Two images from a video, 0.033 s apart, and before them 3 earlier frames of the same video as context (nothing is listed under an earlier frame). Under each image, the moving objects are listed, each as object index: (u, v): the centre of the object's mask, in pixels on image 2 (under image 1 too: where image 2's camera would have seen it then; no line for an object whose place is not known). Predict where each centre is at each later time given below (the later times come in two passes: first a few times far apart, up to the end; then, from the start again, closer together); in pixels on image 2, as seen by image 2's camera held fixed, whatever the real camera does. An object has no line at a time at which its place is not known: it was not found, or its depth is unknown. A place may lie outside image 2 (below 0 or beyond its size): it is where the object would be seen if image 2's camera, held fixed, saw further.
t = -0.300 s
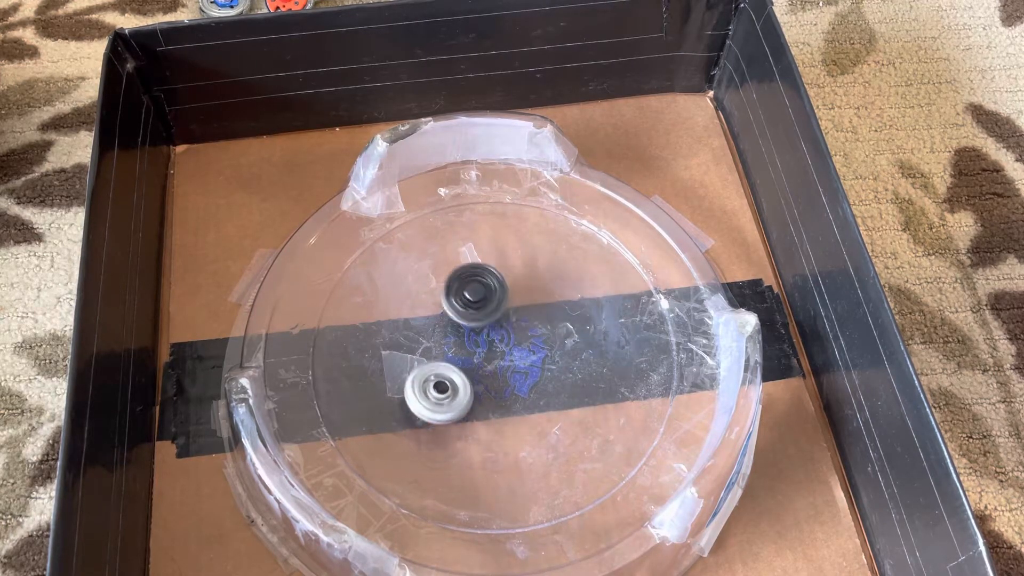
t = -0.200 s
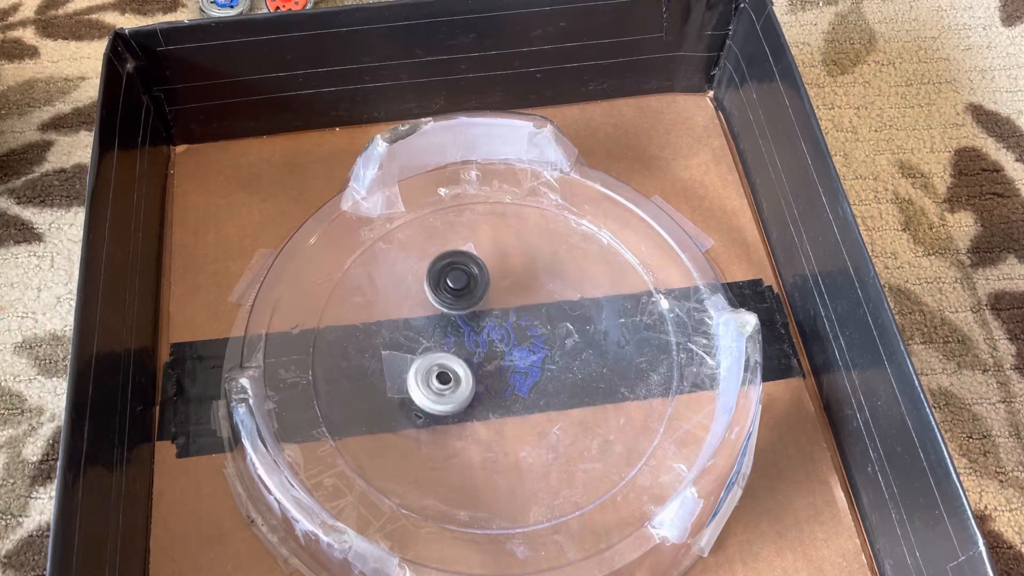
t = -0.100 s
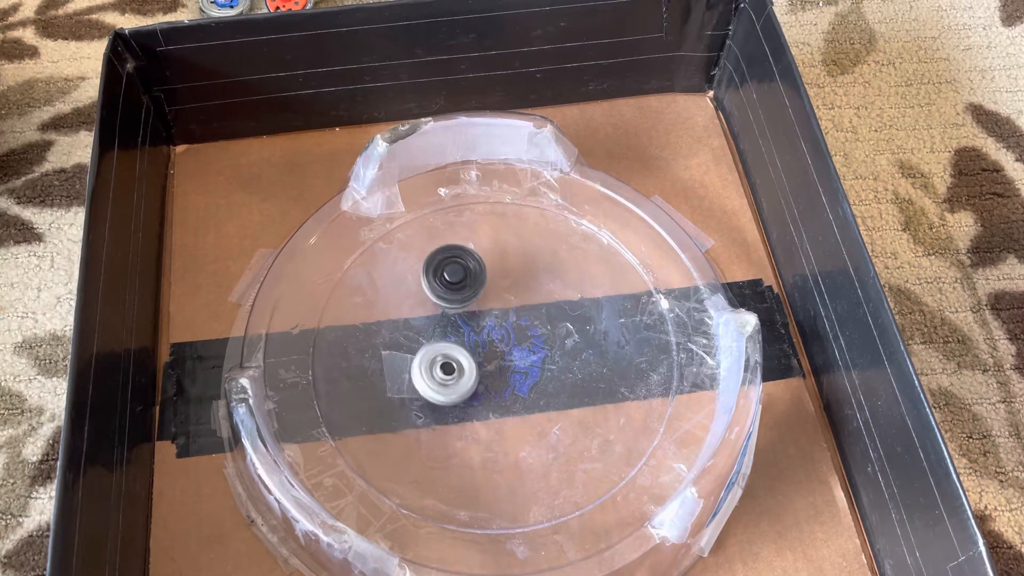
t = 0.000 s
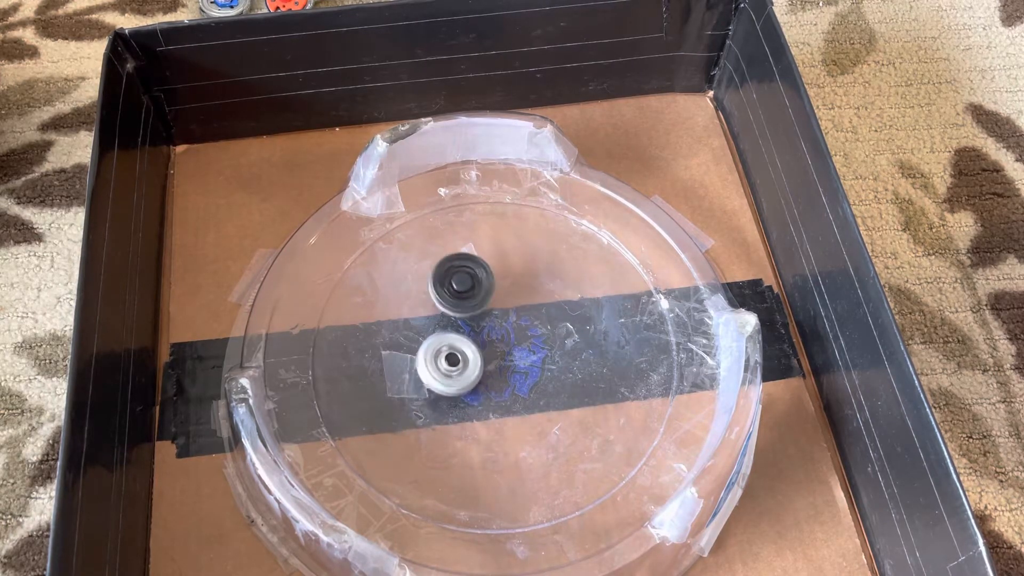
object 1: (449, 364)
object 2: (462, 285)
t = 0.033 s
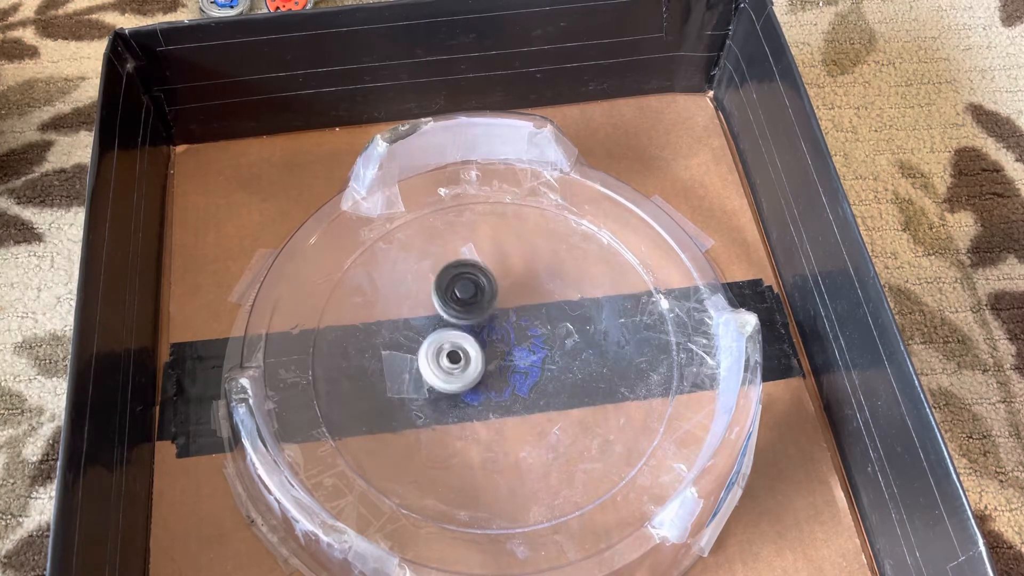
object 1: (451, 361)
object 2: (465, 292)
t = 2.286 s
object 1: (524, 397)
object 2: (437, 316)
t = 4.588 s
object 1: (514, 384)
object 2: (494, 320)
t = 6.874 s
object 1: (564, 342)
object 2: (478, 357)
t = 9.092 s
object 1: (493, 303)
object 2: (493, 363)
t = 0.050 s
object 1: (452, 361)
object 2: (466, 295)
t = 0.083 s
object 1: (451, 365)
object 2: (472, 297)
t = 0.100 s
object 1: (452, 366)
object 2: (474, 299)
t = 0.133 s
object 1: (454, 367)
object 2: (478, 304)
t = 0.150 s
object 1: (451, 376)
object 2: (483, 299)
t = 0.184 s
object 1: (445, 399)
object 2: (495, 285)
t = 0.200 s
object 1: (443, 408)
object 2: (502, 279)
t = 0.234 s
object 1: (441, 424)
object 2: (514, 272)
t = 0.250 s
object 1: (440, 431)
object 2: (518, 272)
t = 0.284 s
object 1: (442, 439)
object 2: (528, 273)
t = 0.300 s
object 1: (443, 442)
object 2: (534, 274)
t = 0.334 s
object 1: (450, 444)
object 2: (544, 281)
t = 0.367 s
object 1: (457, 444)
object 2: (551, 289)
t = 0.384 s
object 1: (461, 442)
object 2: (555, 294)
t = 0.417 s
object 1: (470, 439)
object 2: (560, 306)
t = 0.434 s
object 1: (474, 437)
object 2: (561, 312)
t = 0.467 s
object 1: (480, 433)
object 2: (561, 324)
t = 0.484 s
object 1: (484, 430)
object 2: (561, 330)
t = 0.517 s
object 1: (490, 425)
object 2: (556, 343)
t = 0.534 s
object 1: (492, 423)
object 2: (554, 350)
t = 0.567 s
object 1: (497, 419)
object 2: (546, 361)
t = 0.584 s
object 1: (498, 418)
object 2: (544, 365)
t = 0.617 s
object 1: (492, 424)
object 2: (542, 365)
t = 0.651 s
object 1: (488, 427)
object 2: (537, 366)
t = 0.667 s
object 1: (487, 427)
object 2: (533, 367)
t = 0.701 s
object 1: (486, 427)
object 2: (525, 370)
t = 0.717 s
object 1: (485, 429)
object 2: (521, 368)
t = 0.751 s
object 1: (483, 433)
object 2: (514, 364)
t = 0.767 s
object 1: (483, 433)
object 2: (511, 363)
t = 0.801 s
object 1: (484, 433)
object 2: (503, 358)
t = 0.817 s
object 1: (485, 433)
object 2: (499, 355)
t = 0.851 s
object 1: (487, 432)
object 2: (494, 349)
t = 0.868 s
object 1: (489, 431)
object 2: (489, 345)
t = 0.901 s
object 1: (491, 430)
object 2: (486, 337)
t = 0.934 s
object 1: (493, 429)
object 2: (484, 329)
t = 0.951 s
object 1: (494, 429)
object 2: (483, 325)
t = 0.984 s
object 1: (496, 427)
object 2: (484, 317)
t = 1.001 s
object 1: (497, 427)
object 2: (484, 312)
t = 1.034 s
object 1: (499, 425)
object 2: (487, 305)
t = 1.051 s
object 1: (500, 425)
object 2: (489, 303)
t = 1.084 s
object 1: (501, 423)
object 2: (494, 298)
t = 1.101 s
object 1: (502, 423)
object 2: (497, 297)
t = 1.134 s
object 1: (503, 421)
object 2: (503, 295)
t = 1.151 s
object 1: (504, 420)
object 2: (507, 295)
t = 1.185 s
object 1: (505, 419)
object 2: (514, 298)
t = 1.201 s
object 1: (505, 419)
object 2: (516, 300)
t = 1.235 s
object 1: (506, 418)
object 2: (521, 306)
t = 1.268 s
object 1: (507, 417)
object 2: (523, 314)
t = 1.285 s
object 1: (508, 416)
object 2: (523, 317)
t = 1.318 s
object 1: (508, 415)
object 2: (521, 327)
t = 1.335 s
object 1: (509, 415)
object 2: (519, 332)
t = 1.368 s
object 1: (510, 413)
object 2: (514, 340)
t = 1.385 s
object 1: (510, 413)
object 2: (511, 345)
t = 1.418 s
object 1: (508, 424)
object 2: (506, 340)
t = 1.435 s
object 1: (507, 430)
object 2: (503, 335)
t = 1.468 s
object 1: (505, 439)
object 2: (496, 328)
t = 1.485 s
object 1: (504, 440)
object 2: (494, 325)
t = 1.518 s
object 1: (504, 441)
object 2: (490, 318)
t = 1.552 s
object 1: (505, 440)
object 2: (488, 310)
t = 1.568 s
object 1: (506, 439)
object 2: (487, 307)
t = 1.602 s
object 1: (507, 437)
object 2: (486, 300)
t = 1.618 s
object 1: (508, 436)
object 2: (487, 297)
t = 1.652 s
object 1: (508, 434)
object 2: (489, 293)
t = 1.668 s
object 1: (509, 432)
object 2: (490, 291)
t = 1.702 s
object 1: (510, 430)
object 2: (493, 289)
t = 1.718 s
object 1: (510, 429)
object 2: (495, 289)
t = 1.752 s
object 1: (511, 427)
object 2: (499, 290)
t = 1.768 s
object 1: (511, 425)
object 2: (501, 292)
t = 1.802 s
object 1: (512, 423)
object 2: (504, 297)
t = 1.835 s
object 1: (512, 421)
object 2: (506, 304)
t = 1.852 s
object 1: (512, 420)
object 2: (506, 307)
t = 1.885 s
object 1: (513, 417)
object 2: (506, 315)
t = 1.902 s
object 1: (513, 416)
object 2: (504, 320)
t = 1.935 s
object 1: (513, 413)
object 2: (501, 328)
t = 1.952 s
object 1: (513, 412)
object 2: (498, 332)
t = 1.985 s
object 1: (514, 410)
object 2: (492, 340)
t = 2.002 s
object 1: (514, 408)
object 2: (487, 344)
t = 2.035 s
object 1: (516, 411)
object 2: (478, 344)
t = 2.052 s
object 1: (518, 412)
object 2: (475, 344)
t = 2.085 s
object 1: (519, 411)
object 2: (464, 343)
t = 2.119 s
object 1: (520, 409)
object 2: (454, 341)
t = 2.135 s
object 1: (520, 408)
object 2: (450, 339)
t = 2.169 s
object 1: (521, 405)
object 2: (443, 335)
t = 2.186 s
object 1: (521, 404)
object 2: (441, 333)
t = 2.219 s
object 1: (522, 401)
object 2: (438, 327)
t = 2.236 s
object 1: (522, 400)
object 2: (437, 324)
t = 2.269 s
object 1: (523, 398)
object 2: (437, 318)
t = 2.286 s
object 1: (524, 397)
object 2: (437, 316)
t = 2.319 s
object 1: (525, 394)
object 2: (441, 311)
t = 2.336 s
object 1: (525, 393)
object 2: (443, 310)
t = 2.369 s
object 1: (526, 391)
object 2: (449, 308)
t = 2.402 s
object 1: (526, 388)
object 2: (457, 308)
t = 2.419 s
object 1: (527, 385)
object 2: (465, 310)
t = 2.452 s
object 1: (528, 383)
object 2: (474, 314)
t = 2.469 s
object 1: (528, 381)
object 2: (479, 317)
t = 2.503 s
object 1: (529, 379)
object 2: (486, 324)
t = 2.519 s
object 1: (531, 380)
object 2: (487, 326)
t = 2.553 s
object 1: (537, 385)
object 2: (488, 327)
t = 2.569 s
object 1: (539, 386)
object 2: (489, 328)
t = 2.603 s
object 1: (541, 386)
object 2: (490, 334)
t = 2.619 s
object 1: (542, 385)
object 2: (491, 337)
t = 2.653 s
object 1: (549, 388)
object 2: (486, 336)
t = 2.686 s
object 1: (558, 393)
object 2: (477, 333)
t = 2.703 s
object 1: (560, 393)
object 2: (473, 331)
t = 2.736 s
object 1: (563, 393)
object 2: (466, 329)
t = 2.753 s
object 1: (564, 392)
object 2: (464, 327)
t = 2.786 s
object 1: (566, 391)
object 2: (461, 324)
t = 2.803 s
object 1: (567, 390)
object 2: (460, 322)
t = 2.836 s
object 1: (568, 388)
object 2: (458, 318)
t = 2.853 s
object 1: (568, 388)
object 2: (459, 317)
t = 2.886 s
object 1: (570, 386)
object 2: (460, 314)
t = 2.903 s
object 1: (571, 386)
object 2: (461, 313)
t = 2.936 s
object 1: (572, 384)
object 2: (464, 312)
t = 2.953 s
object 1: (572, 384)
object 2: (466, 312)
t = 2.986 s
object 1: (574, 383)
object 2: (470, 313)
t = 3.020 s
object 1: (575, 381)
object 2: (475, 315)
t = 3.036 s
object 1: (575, 381)
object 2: (477, 317)
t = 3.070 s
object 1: (576, 380)
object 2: (481, 321)
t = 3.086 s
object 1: (576, 379)
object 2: (483, 325)
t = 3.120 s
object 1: (577, 378)
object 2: (486, 331)
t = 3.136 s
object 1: (577, 378)
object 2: (487, 334)
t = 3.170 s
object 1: (577, 377)
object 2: (488, 342)
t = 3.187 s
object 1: (577, 377)
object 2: (489, 346)
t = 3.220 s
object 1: (577, 375)
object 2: (488, 354)
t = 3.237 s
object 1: (577, 375)
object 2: (487, 357)
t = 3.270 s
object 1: (577, 374)
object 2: (485, 364)
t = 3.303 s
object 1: (576, 373)
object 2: (482, 371)
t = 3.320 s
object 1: (576, 373)
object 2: (479, 374)
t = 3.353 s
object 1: (575, 372)
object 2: (475, 378)
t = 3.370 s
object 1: (574, 371)
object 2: (472, 379)
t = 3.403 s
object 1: (573, 370)
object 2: (465, 382)
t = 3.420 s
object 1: (572, 370)
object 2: (462, 383)
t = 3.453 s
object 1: (571, 369)
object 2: (457, 383)
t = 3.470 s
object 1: (570, 368)
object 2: (455, 381)
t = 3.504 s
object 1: (568, 367)
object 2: (451, 378)
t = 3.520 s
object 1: (567, 367)
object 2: (450, 376)
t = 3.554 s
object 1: (565, 366)
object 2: (449, 371)
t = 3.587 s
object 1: (563, 365)
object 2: (449, 366)
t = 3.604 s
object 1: (561, 364)
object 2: (451, 362)
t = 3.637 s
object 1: (559, 363)
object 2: (453, 356)
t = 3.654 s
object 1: (558, 362)
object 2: (456, 354)
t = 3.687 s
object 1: (556, 361)
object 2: (462, 349)
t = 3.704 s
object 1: (555, 360)
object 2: (465, 346)
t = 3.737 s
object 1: (553, 359)
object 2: (475, 342)
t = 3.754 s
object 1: (552, 359)
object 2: (478, 341)
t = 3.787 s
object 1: (561, 361)
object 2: (477, 335)
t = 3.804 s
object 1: (579, 366)
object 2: (464, 328)
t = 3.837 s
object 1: (611, 375)
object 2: (440, 313)
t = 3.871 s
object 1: (638, 381)
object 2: (423, 301)
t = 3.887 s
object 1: (649, 384)
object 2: (416, 294)
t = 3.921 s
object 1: (664, 387)
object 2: (408, 285)
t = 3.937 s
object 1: (667, 388)
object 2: (407, 281)
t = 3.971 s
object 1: (667, 388)
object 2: (406, 273)
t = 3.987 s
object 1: (665, 387)
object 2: (407, 269)
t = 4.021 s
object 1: (658, 384)
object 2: (411, 261)
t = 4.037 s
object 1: (654, 383)
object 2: (412, 257)
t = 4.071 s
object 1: (644, 379)
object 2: (418, 251)
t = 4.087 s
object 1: (640, 378)
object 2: (422, 248)
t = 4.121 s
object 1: (628, 375)
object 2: (430, 244)
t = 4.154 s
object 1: (616, 372)
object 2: (440, 242)
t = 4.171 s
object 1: (609, 370)
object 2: (445, 243)
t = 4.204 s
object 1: (595, 367)
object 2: (456, 247)
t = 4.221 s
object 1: (588, 365)
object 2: (463, 250)
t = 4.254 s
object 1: (574, 362)
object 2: (474, 257)
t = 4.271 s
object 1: (567, 360)
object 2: (478, 262)
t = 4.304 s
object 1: (553, 357)
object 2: (487, 271)
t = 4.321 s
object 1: (547, 355)
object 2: (491, 277)
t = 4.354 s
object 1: (535, 352)
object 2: (498, 289)
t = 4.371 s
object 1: (531, 351)
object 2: (501, 294)
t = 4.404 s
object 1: (529, 360)
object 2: (500, 290)
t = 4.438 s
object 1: (527, 370)
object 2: (498, 290)
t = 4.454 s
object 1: (525, 374)
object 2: (497, 292)
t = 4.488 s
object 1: (521, 380)
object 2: (496, 298)
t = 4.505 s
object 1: (519, 382)
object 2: (496, 301)
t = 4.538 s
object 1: (516, 383)
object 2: (496, 309)
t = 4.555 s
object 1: (515, 383)
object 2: (495, 313)
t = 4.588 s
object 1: (514, 384)
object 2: (494, 320)
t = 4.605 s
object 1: (514, 385)
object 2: (492, 322)
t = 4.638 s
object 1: (514, 392)
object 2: (487, 321)
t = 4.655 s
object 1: (515, 396)
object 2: (484, 318)
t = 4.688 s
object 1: (514, 400)
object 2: (478, 315)
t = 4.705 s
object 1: (514, 401)
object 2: (475, 314)
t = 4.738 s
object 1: (514, 401)
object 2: (470, 312)
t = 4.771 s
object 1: (513, 400)
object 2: (467, 310)
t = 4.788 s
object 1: (513, 400)
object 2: (465, 309)
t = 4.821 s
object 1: (513, 399)
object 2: (463, 308)
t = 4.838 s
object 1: (513, 398)
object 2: (463, 307)
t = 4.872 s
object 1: (513, 397)
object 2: (462, 307)
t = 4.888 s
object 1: (513, 397)
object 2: (463, 308)
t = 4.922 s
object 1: (513, 395)
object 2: (463, 309)
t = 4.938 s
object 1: (512, 395)
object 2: (464, 310)
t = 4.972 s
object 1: (512, 393)
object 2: (466, 313)
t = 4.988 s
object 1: (512, 392)
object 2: (467, 315)
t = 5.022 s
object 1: (512, 391)
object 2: (469, 319)
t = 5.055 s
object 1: (512, 390)
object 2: (470, 324)
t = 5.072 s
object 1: (511, 389)
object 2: (471, 327)
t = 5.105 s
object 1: (512, 389)
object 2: (470, 332)
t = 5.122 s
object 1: (517, 393)
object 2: (464, 329)
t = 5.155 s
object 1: (528, 401)
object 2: (457, 326)
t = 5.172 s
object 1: (532, 403)
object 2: (453, 324)
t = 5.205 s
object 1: (537, 405)
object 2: (449, 322)
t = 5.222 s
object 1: (539, 405)
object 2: (447, 320)
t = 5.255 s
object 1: (539, 403)
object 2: (445, 317)
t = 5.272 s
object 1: (540, 402)
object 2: (445, 316)
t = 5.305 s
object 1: (541, 400)
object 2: (446, 314)
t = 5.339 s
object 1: (542, 399)
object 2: (449, 313)
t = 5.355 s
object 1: (542, 398)
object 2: (450, 313)
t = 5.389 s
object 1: (543, 396)
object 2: (454, 314)
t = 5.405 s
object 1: (543, 395)
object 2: (456, 315)
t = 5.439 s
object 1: (544, 394)
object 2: (462, 318)
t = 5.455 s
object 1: (545, 393)
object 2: (464, 320)
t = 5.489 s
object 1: (545, 391)
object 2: (470, 325)
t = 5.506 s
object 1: (546, 390)
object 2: (472, 327)
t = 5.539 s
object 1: (546, 388)
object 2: (478, 334)
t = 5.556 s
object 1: (547, 387)
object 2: (479, 337)
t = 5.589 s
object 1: (547, 385)
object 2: (482, 345)
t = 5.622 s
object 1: (548, 384)
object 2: (485, 353)
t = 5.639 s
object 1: (551, 385)
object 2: (482, 355)
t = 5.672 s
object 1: (559, 386)
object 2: (475, 358)
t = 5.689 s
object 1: (560, 385)
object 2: (471, 361)
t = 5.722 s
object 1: (561, 384)
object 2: (466, 364)
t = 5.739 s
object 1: (562, 383)
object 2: (463, 364)
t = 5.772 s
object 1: (562, 382)
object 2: (458, 366)
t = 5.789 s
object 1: (563, 381)
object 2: (455, 366)
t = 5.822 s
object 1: (563, 380)
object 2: (451, 365)
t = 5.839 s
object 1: (563, 379)
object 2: (450, 365)
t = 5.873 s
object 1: (564, 378)
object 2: (447, 362)
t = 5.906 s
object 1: (564, 376)
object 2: (446, 359)
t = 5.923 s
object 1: (564, 376)
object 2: (447, 357)
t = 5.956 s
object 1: (564, 374)
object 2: (448, 354)
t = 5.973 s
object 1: (564, 374)
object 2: (450, 351)
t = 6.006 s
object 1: (564, 372)
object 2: (453, 348)
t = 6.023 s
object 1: (564, 372)
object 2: (455, 346)
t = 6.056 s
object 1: (564, 370)
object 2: (461, 343)
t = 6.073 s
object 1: (564, 369)
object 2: (464, 343)
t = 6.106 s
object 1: (563, 368)
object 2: (470, 341)
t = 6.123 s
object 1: (563, 367)
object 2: (476, 341)
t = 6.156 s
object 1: (562, 366)
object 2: (482, 342)
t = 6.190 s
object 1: (562, 365)
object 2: (489, 343)
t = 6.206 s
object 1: (562, 364)
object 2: (495, 344)
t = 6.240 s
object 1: (571, 365)
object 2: (491, 344)
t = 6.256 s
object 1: (576, 365)
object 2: (488, 343)
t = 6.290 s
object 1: (581, 365)
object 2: (485, 343)
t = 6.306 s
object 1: (581, 364)
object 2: (483, 342)
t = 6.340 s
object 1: (580, 363)
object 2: (481, 341)
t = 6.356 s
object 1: (580, 362)
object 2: (479, 341)
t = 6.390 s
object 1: (579, 361)
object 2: (478, 339)
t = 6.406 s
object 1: (578, 360)
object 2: (478, 339)
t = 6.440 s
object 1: (578, 359)
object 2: (477, 337)
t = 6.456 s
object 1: (577, 358)
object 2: (477, 337)
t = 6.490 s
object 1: (576, 357)
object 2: (477, 336)
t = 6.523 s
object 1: (574, 355)
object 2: (477, 335)
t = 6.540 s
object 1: (574, 354)
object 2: (479, 334)
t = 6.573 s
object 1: (572, 353)
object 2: (480, 334)
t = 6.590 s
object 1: (571, 353)
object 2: (481, 334)
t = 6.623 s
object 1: (569, 352)
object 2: (483, 335)
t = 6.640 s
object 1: (568, 351)
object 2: (483, 336)
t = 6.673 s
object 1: (566, 350)
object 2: (486, 338)
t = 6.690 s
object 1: (565, 349)
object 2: (486, 339)
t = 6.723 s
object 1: (564, 348)
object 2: (488, 342)
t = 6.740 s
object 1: (563, 348)
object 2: (489, 344)
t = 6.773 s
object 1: (561, 347)
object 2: (489, 347)
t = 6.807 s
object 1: (559, 346)
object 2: (490, 349)
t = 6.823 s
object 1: (558, 345)
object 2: (490, 351)
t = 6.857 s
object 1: (563, 343)
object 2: (482, 355)
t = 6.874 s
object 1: (564, 342)
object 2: (478, 357)
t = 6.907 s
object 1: (564, 341)
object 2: (469, 359)
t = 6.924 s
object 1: (563, 340)
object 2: (465, 359)
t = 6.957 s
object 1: (562, 339)
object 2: (458, 359)
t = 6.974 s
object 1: (561, 338)
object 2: (456, 357)
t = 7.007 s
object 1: (559, 337)
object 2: (449, 355)
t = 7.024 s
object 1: (559, 336)
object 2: (448, 353)
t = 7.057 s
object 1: (557, 335)
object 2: (445, 349)
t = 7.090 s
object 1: (555, 334)
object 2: (442, 346)
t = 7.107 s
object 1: (554, 333)
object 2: (443, 343)
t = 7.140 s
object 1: (553, 332)
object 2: (444, 338)
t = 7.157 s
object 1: (552, 331)
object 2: (444, 336)
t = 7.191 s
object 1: (550, 330)
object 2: (451, 332)
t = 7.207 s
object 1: (550, 330)
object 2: (454, 331)
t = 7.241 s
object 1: (548, 329)
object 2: (461, 329)
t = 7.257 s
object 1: (547, 328)
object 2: (466, 329)
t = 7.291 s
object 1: (546, 327)
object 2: (474, 330)
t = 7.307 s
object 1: (545, 326)
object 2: (479, 331)
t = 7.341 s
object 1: (549, 324)
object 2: (481, 334)
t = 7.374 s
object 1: (549, 323)
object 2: (483, 338)
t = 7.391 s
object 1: (549, 323)
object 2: (485, 341)
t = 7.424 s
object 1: (547, 321)
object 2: (487, 346)
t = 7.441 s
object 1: (547, 320)
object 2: (489, 348)
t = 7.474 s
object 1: (546, 319)
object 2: (489, 353)
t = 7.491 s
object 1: (545, 319)
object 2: (490, 355)
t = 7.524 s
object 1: (544, 318)
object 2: (489, 360)
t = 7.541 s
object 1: (543, 318)
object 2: (489, 362)
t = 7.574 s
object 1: (542, 317)
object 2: (488, 367)
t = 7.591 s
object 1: (542, 316)
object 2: (488, 369)
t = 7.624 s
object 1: (541, 315)
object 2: (486, 372)
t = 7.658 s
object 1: (540, 315)
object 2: (485, 375)
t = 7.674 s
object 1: (539, 315)
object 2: (484, 375)
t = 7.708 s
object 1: (538, 314)
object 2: (482, 376)
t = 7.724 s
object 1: (537, 313)
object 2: (480, 376)
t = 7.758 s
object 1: (536, 313)
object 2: (478, 376)
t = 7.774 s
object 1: (535, 312)
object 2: (477, 375)
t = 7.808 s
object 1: (534, 312)
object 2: (477, 373)
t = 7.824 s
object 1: (533, 312)
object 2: (476, 373)
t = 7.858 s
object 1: (532, 311)
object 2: (476, 369)
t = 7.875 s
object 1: (531, 311)
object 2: (476, 369)
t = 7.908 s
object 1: (530, 311)
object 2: (477, 365)
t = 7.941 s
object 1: (529, 310)
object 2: (479, 361)
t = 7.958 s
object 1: (528, 310)
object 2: (480, 359)
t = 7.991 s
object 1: (527, 309)
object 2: (484, 355)
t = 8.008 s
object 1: (526, 309)
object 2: (485, 355)
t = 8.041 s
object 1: (530, 305)
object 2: (481, 357)
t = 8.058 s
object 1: (531, 303)
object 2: (479, 359)
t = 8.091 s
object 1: (530, 302)
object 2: (477, 359)
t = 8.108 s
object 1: (530, 302)
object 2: (476, 360)
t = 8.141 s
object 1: (528, 301)
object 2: (475, 360)
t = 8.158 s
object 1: (527, 301)
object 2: (474, 360)
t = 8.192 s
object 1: (526, 301)
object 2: (473, 359)
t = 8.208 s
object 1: (525, 300)
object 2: (473, 358)
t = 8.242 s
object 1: (524, 300)
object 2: (473, 356)
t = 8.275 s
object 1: (523, 300)
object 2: (474, 354)
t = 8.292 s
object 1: (522, 300)
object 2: (475, 353)
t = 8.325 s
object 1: (521, 300)
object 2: (476, 351)
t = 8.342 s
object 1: (520, 300)
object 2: (478, 350)
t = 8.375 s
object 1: (519, 300)
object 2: (480, 349)
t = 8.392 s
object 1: (518, 299)
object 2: (482, 348)
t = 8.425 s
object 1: (518, 298)
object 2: (484, 350)
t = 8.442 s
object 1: (519, 296)
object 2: (483, 351)
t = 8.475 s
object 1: (519, 295)
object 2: (482, 356)
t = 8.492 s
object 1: (518, 296)
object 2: (482, 357)
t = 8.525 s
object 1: (516, 296)
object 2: (481, 360)
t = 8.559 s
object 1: (515, 296)
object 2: (481, 362)
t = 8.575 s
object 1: (514, 296)
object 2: (480, 363)
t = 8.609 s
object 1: (513, 296)
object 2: (479, 365)
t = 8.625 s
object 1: (512, 296)
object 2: (478, 365)
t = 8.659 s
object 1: (511, 297)
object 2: (478, 366)
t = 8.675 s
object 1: (510, 297)
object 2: (477, 366)
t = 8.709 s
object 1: (509, 297)
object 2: (477, 366)
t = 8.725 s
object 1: (508, 298)
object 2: (477, 365)
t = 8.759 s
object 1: (507, 299)
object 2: (477, 365)
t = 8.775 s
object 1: (506, 299)
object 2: (477, 363)
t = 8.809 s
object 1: (504, 299)
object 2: (478, 362)
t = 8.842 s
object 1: (503, 300)
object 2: (479, 361)
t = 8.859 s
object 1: (502, 300)
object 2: (480, 360)
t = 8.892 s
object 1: (501, 301)
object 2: (482, 358)
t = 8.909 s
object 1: (500, 301)
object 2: (484, 357)
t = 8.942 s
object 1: (499, 300)
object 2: (486, 358)
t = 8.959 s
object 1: (499, 300)
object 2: (487, 358)
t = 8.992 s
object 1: (497, 301)
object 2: (488, 360)
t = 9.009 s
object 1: (496, 301)
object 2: (488, 360)
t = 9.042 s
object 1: (495, 302)
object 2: (491, 361)
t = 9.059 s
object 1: (494, 302)
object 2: (491, 361)
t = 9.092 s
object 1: (493, 303)
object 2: (493, 363)
